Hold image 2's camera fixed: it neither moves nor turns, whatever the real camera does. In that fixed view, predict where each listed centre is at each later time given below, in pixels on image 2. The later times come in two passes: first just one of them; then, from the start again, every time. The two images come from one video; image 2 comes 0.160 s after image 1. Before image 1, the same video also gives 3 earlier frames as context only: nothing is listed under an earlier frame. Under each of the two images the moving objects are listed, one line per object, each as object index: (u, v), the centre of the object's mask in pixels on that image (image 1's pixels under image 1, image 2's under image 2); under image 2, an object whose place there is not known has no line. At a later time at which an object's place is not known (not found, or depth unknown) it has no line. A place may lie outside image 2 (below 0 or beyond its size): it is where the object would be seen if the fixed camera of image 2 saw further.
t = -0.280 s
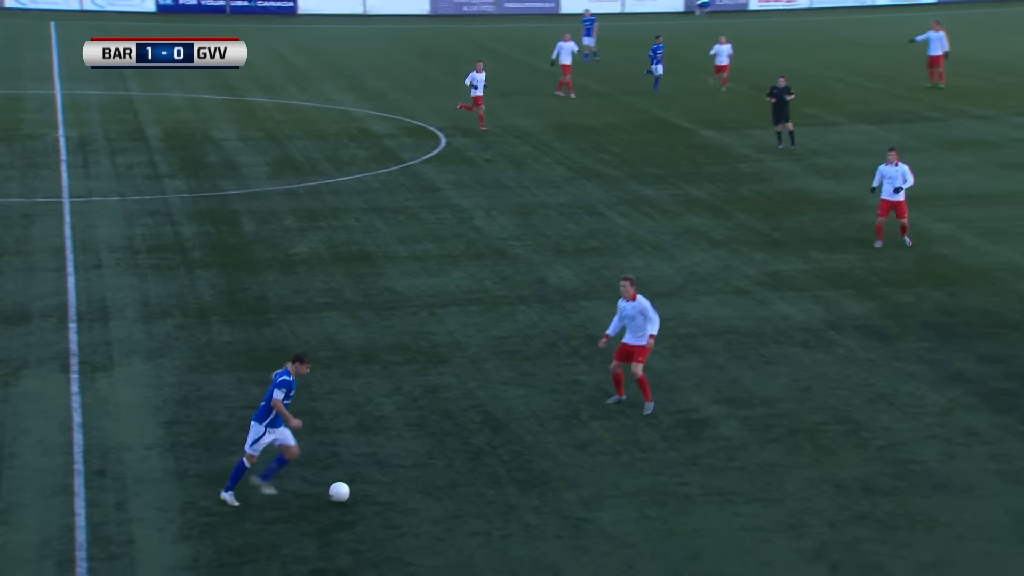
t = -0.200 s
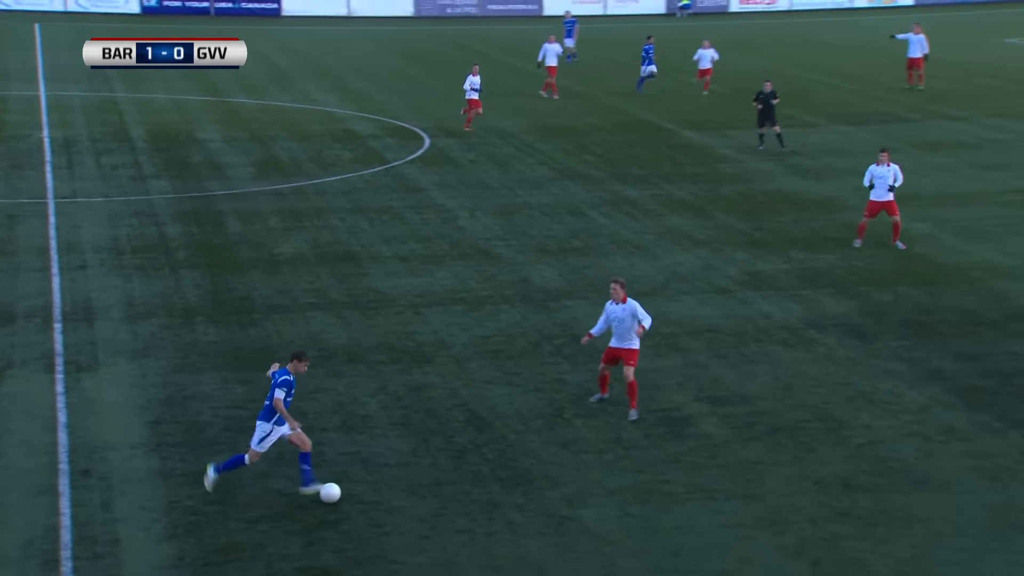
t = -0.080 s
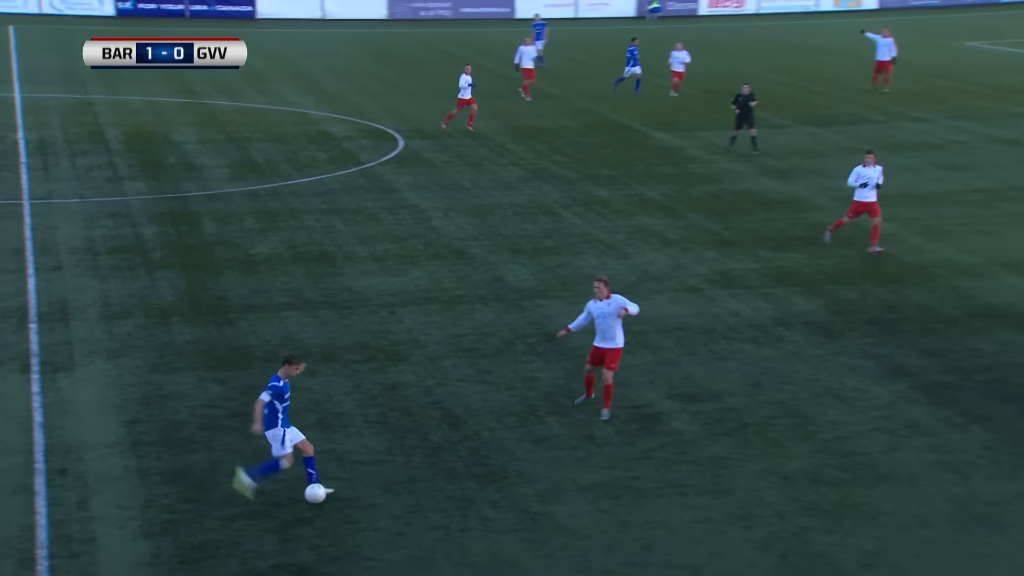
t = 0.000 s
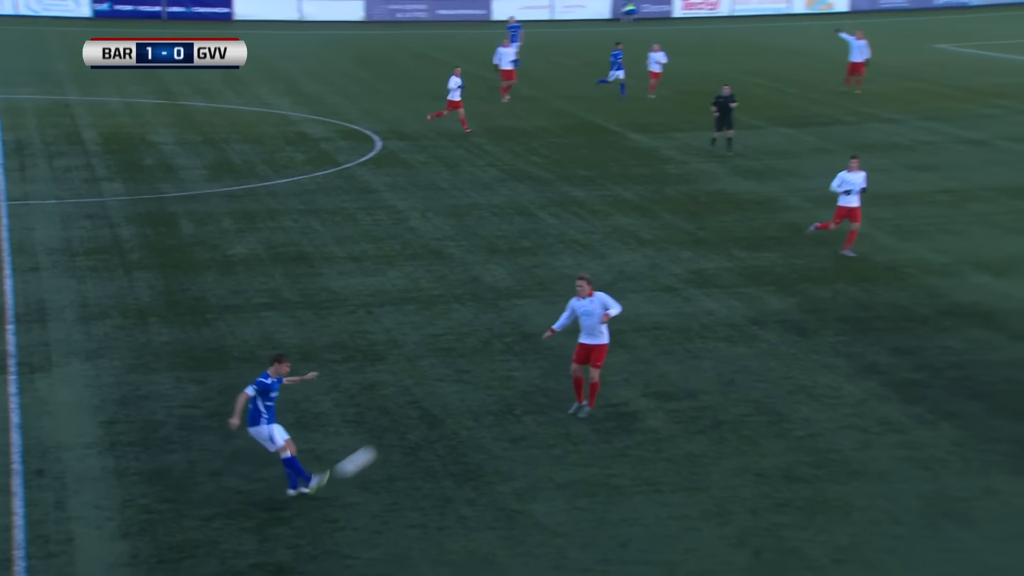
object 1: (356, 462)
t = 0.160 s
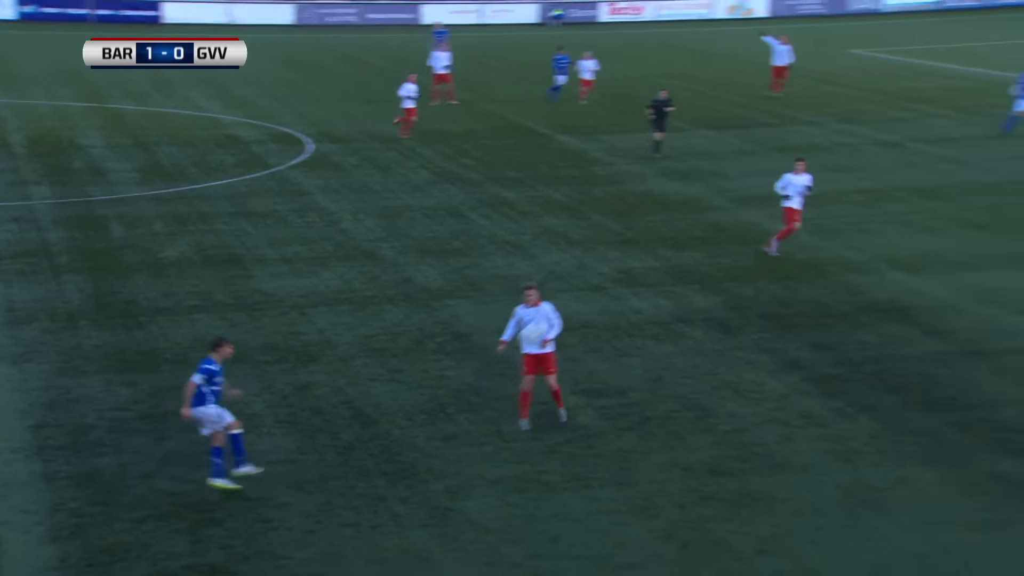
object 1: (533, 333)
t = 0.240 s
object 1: (634, 281)
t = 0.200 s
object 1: (585, 306)
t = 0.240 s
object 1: (634, 281)
